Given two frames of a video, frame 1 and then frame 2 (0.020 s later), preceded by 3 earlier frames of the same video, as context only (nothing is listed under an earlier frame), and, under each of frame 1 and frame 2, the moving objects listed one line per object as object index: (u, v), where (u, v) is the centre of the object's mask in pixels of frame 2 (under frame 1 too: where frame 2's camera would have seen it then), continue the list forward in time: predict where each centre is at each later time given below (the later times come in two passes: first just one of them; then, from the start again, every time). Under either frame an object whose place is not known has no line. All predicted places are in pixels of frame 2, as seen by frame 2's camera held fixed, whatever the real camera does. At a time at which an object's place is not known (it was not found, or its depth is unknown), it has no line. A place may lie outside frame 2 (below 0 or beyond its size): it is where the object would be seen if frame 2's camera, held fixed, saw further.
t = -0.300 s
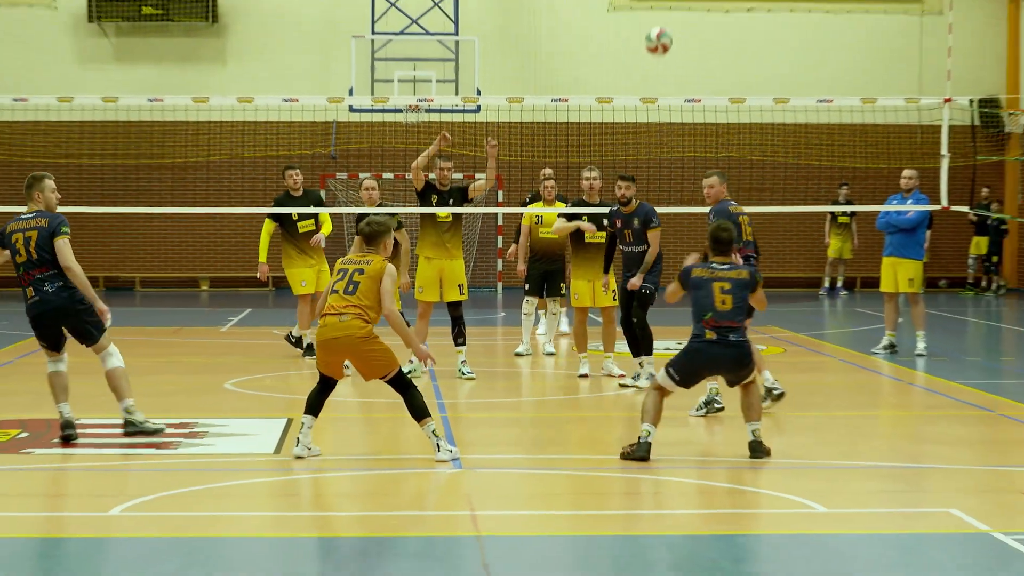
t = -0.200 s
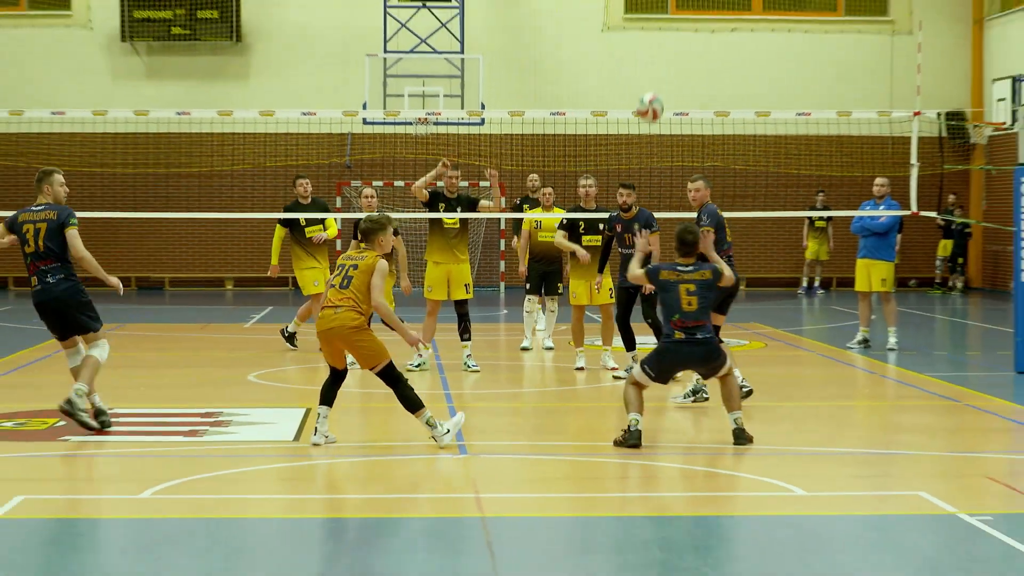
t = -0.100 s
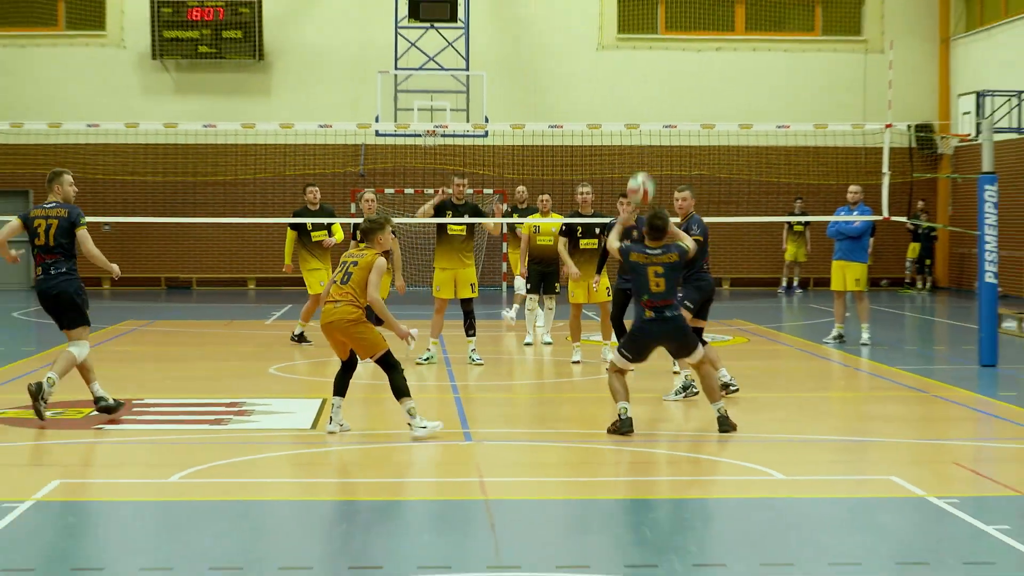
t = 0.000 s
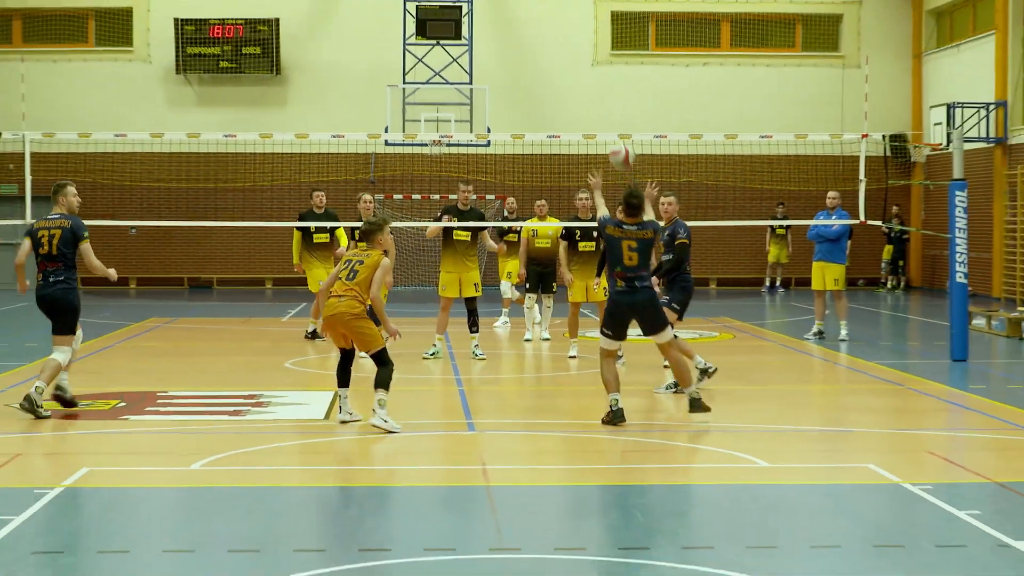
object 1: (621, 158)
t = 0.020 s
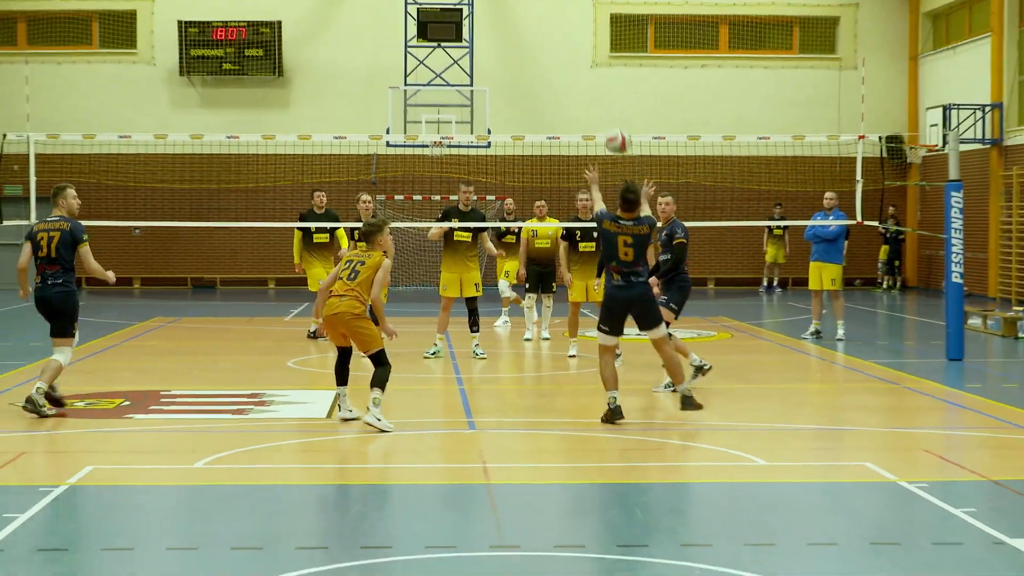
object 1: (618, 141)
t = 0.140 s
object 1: (601, 70)
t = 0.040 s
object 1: (615, 128)
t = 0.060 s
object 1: (612, 115)
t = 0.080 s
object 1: (609, 102)
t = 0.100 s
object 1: (606, 91)
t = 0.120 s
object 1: (603, 81)
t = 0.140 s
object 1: (601, 70)
